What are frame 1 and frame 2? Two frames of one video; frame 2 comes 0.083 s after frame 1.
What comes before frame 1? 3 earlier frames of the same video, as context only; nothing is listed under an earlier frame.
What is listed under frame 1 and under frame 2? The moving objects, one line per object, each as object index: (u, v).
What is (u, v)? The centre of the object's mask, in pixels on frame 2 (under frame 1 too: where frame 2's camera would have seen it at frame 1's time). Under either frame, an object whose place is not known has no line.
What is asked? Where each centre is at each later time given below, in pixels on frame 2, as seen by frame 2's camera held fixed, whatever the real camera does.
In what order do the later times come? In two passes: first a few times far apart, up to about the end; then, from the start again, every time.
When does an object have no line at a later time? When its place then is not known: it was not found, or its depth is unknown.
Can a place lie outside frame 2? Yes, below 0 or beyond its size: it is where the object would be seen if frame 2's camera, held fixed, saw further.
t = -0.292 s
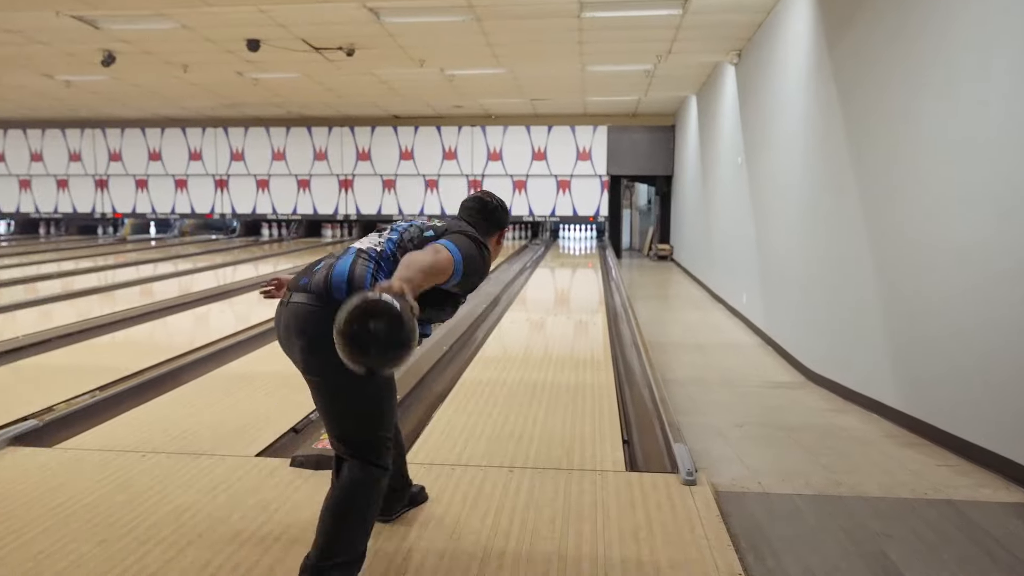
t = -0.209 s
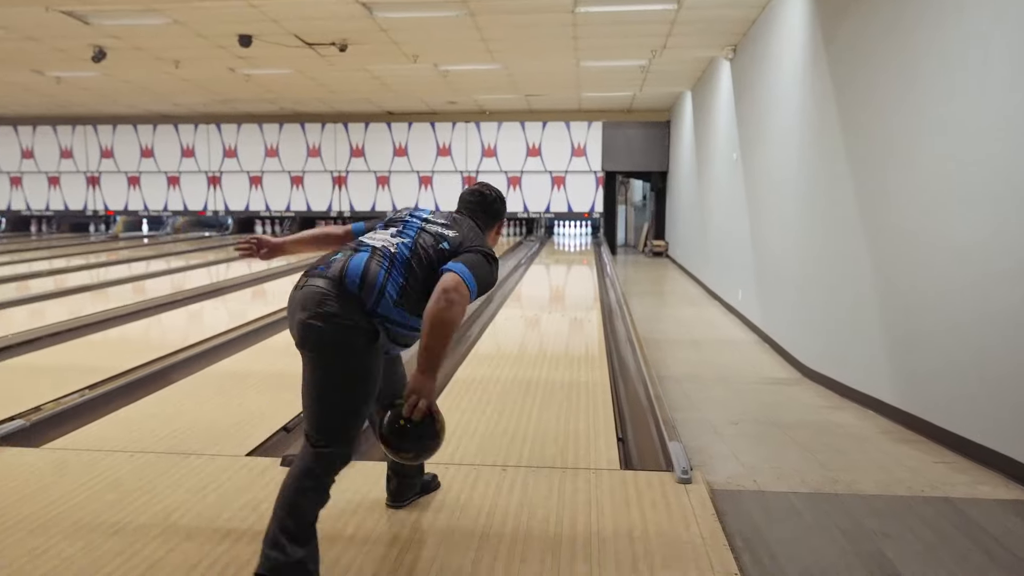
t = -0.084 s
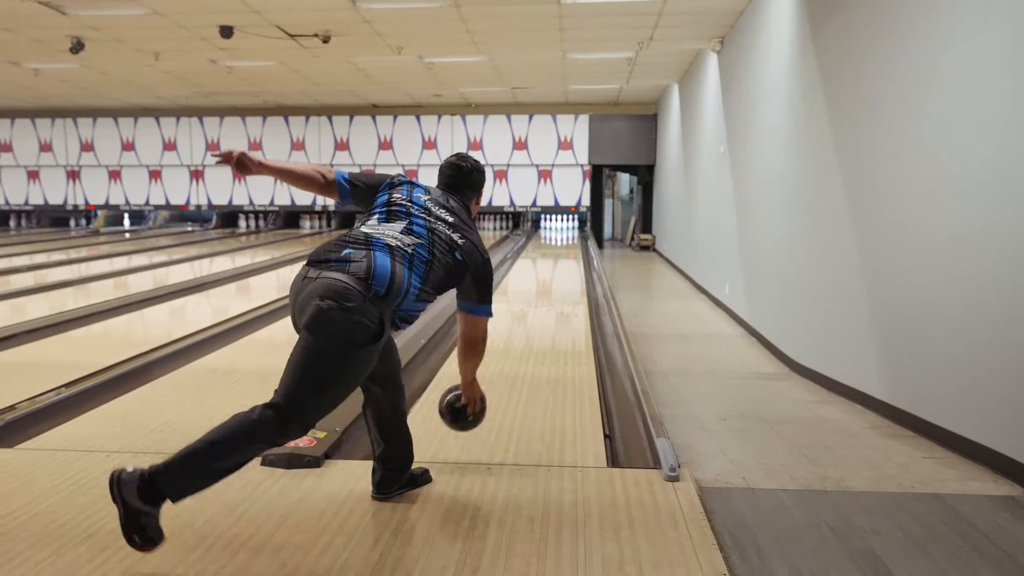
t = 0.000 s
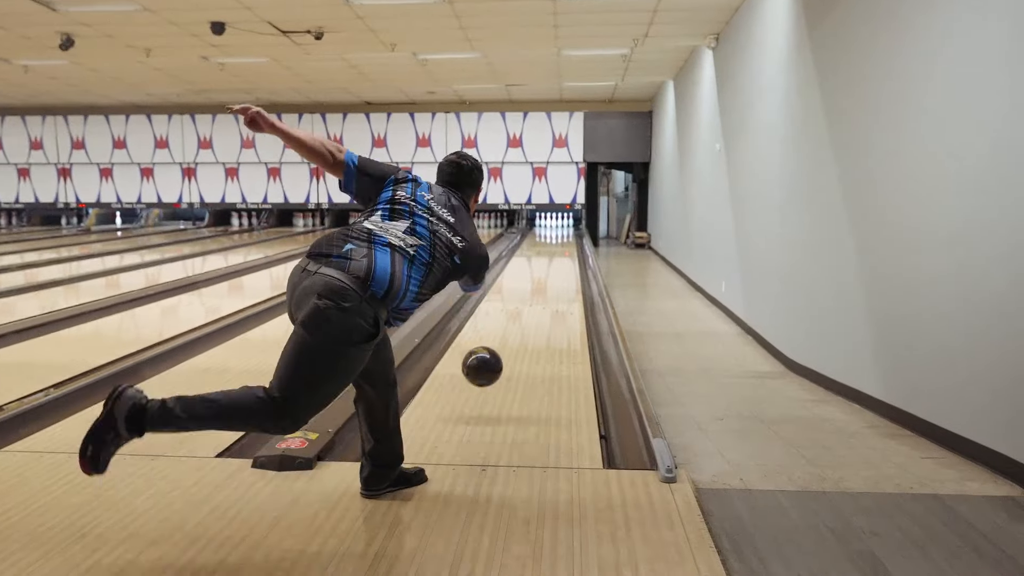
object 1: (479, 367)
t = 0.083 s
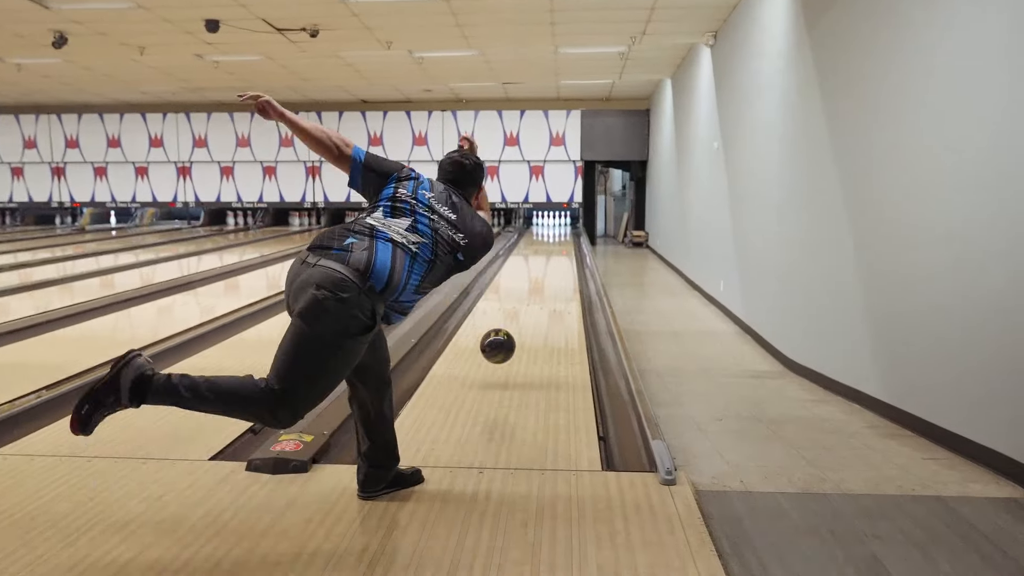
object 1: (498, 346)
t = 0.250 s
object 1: (522, 329)
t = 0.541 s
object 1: (545, 290)
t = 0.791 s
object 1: (557, 268)
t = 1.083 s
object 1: (565, 252)
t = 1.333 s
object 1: (569, 243)
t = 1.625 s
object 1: (569, 236)
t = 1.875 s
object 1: (568, 233)
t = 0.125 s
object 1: (504, 342)
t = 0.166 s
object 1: (512, 340)
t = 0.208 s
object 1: (516, 340)
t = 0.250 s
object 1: (522, 329)
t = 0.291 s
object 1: (526, 323)
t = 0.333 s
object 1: (531, 315)
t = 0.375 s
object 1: (534, 310)
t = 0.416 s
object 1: (538, 304)
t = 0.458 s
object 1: (545, 298)
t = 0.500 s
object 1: (543, 293)
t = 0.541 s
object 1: (545, 290)
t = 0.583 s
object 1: (548, 285)
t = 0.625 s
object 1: (550, 282)
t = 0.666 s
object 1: (552, 277)
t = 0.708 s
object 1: (554, 275)
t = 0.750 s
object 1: (556, 271)
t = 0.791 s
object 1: (557, 268)
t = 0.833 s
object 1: (559, 265)
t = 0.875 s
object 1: (560, 263)
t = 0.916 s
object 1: (562, 260)
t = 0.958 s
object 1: (562, 258)
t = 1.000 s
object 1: (564, 256)
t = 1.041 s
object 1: (564, 254)
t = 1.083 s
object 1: (565, 252)
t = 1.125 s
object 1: (566, 250)
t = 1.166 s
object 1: (567, 248)
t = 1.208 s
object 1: (567, 247)
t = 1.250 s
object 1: (567, 245)
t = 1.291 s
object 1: (569, 245)
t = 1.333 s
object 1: (569, 243)
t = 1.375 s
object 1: (569, 242)
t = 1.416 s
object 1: (569, 241)
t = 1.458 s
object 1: (569, 240)
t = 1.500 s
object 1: (570, 240)
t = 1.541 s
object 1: (569, 239)
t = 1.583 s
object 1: (569, 237)
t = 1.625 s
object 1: (569, 236)
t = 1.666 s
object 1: (569, 235)
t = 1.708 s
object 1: (569, 234)
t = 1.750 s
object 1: (569, 234)
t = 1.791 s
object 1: (568, 233)
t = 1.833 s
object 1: (568, 233)
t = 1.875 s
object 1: (568, 233)
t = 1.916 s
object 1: (568, 232)
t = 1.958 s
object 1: (567, 232)
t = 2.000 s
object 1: (566, 231)
